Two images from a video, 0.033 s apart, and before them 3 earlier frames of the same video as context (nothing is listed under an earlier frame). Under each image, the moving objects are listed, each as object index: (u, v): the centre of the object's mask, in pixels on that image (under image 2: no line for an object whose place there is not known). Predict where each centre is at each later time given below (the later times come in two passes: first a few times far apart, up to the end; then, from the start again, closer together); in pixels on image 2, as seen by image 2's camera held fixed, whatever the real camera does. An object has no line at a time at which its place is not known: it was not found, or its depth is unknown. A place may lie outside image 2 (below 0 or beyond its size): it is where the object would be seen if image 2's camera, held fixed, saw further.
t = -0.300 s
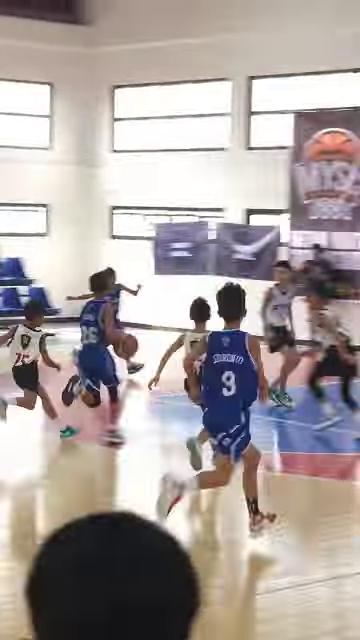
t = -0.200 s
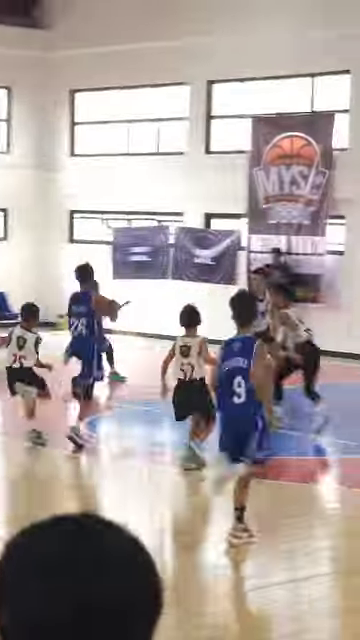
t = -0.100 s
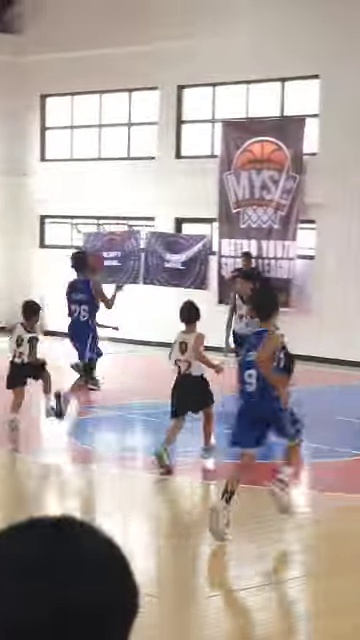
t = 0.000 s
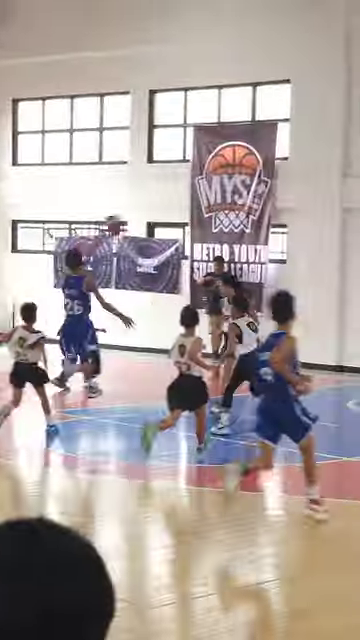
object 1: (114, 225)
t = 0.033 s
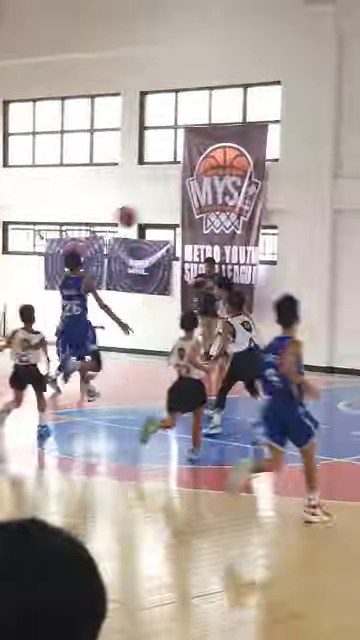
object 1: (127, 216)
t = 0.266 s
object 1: (275, 179)
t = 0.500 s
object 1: (407, 190)
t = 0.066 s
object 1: (148, 207)
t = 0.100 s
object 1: (170, 199)
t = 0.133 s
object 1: (192, 193)
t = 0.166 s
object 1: (211, 189)
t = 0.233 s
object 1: (254, 179)
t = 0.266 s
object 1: (275, 179)
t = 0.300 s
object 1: (293, 177)
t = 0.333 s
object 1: (313, 176)
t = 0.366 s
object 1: (332, 177)
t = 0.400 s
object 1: (351, 178)
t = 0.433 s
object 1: (370, 182)
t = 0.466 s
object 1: (389, 186)
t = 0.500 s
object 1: (407, 190)
